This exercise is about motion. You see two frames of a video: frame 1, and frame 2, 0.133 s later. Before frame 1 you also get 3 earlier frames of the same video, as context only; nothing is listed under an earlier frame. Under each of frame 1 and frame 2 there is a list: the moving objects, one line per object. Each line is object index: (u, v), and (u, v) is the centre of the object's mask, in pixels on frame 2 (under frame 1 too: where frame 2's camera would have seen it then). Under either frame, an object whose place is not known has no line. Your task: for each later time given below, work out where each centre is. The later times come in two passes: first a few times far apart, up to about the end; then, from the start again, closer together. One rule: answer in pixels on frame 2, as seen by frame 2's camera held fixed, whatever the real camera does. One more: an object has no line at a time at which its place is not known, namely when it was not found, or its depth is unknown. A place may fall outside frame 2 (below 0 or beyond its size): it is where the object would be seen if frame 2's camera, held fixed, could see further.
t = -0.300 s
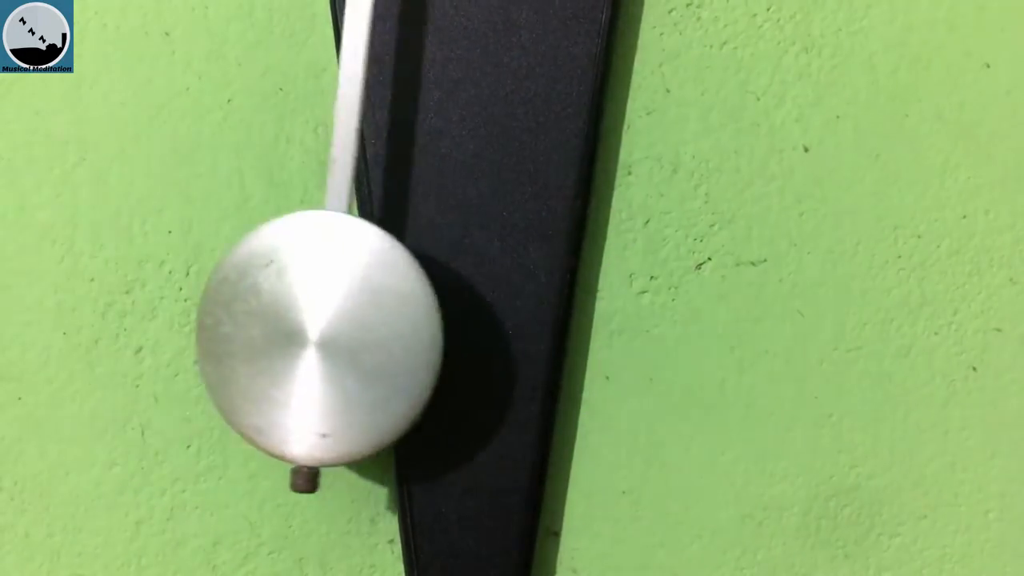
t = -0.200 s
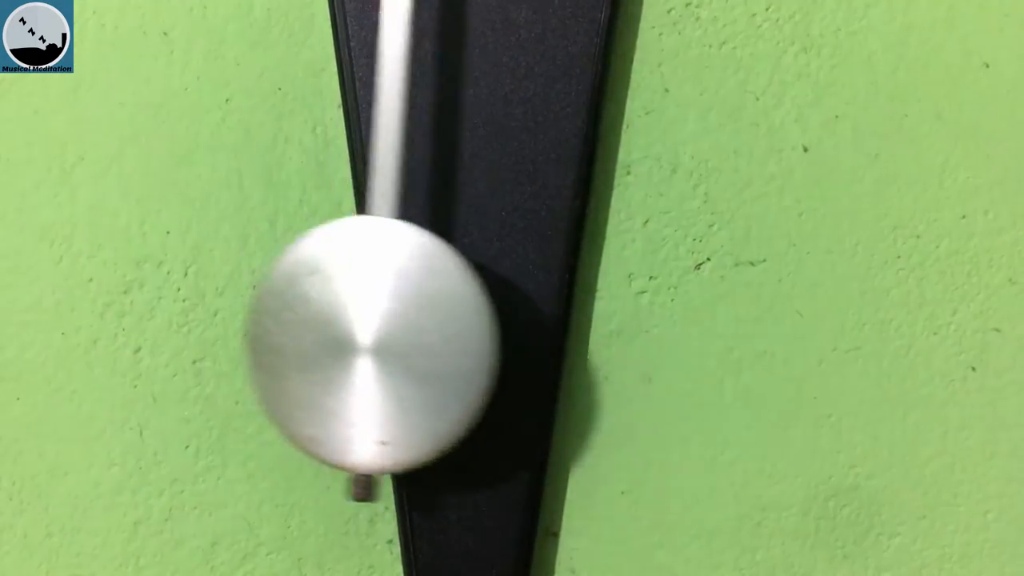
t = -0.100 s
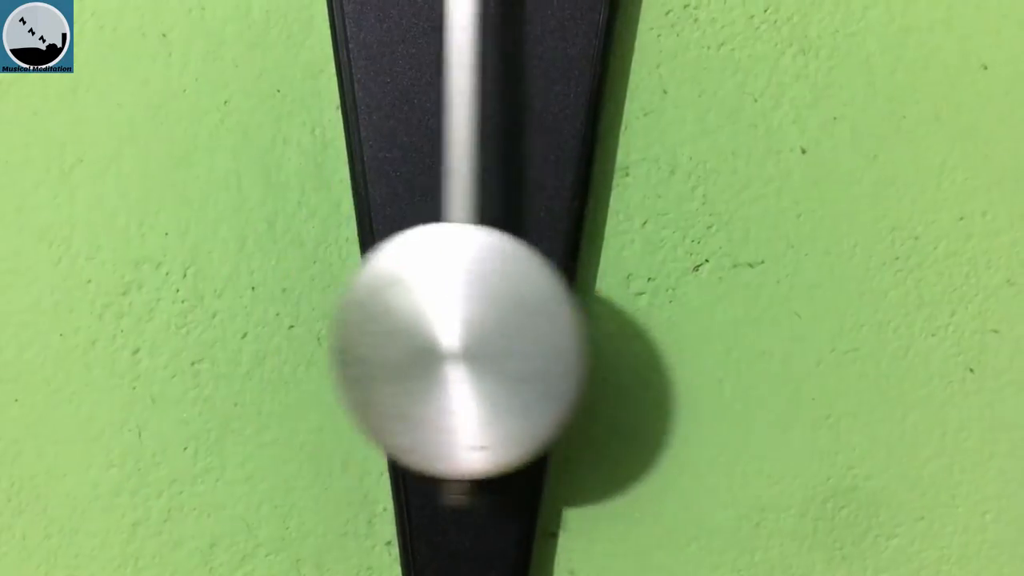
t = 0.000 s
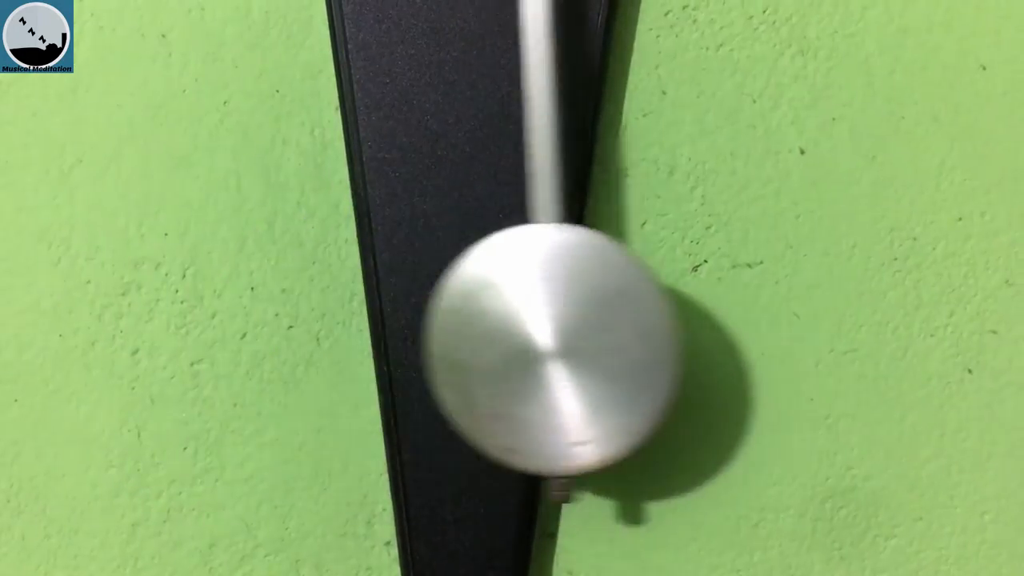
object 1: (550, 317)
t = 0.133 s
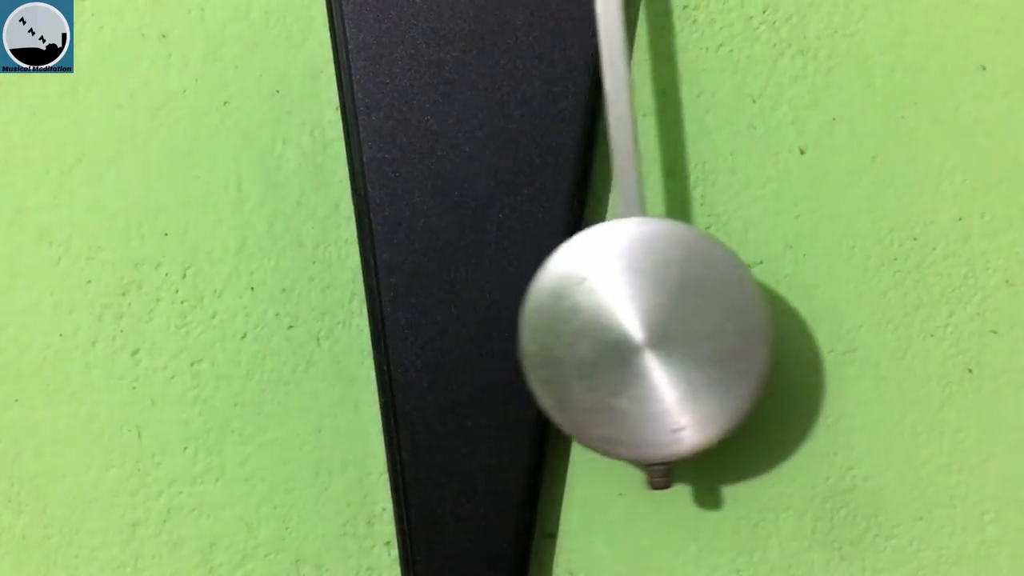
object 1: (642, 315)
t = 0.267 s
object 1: (657, 313)
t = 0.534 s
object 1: (478, 316)
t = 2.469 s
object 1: (626, 316)
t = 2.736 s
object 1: (600, 315)
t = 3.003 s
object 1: (383, 317)
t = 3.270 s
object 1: (341, 317)
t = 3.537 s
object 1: (549, 313)
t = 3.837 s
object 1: (640, 315)
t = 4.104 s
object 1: (448, 314)
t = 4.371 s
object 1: (323, 315)
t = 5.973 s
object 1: (608, 316)
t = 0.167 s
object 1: (654, 314)
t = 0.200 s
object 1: (661, 313)
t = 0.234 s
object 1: (661, 313)
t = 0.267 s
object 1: (657, 313)
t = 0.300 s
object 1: (647, 313)
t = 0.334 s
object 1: (632, 313)
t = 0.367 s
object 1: (613, 313)
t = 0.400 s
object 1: (590, 314)
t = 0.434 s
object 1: (564, 314)
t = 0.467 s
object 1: (536, 315)
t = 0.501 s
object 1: (506, 316)
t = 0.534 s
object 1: (478, 316)
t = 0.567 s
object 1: (449, 316)
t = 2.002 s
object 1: (320, 319)
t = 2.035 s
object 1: (324, 319)
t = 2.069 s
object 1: (333, 319)
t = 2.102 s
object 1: (348, 319)
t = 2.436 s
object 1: (607, 317)
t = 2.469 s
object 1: (626, 316)
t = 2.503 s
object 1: (641, 315)
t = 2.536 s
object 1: (651, 315)
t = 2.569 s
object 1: (655, 315)
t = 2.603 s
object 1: (654, 314)
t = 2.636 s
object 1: (648, 314)
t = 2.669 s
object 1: (636, 314)
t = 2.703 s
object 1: (620, 314)
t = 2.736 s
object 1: (600, 315)
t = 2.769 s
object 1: (575, 316)
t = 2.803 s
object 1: (549, 316)
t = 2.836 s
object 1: (521, 318)
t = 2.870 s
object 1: (493, 317)
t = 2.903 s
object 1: (465, 317)
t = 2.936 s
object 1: (436, 317)
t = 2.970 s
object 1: (408, 317)
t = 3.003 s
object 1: (383, 317)
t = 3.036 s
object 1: (360, 317)
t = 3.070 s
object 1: (341, 318)
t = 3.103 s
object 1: (327, 317)
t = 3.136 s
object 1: (318, 317)
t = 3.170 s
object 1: (316, 317)
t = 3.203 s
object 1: (318, 317)
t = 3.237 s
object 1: (327, 317)
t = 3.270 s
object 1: (341, 317)
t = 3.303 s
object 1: (359, 317)
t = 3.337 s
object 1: (382, 318)
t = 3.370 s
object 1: (408, 316)
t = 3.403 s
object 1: (436, 315)
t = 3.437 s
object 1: (465, 313)
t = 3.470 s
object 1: (493, 314)
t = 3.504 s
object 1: (521, 314)
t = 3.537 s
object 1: (549, 313)
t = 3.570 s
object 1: (575, 313)
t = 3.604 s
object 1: (599, 314)
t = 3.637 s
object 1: (619, 313)
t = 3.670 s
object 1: (635, 313)
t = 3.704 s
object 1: (647, 314)
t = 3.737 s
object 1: (653, 314)
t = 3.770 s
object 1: (654, 314)
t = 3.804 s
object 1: (650, 315)
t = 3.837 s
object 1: (640, 315)
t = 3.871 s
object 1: (625, 316)
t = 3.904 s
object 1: (607, 316)
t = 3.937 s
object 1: (584, 316)
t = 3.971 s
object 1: (558, 315)
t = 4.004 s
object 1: (531, 316)
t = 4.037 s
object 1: (502, 316)
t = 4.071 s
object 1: (476, 315)
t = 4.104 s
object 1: (448, 314)
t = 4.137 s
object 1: (421, 312)
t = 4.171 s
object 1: (396, 313)
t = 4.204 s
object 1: (372, 313)
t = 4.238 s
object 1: (353, 314)
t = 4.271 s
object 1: (338, 313)
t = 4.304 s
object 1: (328, 314)
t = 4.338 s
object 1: (323, 314)
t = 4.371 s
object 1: (323, 315)
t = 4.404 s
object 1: (329, 315)
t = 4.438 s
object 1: (340, 316)
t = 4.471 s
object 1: (356, 316)
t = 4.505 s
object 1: (376, 316)
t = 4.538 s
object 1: (400, 317)
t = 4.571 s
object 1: (426, 318)
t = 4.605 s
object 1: (454, 318)
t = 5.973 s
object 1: (608, 316)
